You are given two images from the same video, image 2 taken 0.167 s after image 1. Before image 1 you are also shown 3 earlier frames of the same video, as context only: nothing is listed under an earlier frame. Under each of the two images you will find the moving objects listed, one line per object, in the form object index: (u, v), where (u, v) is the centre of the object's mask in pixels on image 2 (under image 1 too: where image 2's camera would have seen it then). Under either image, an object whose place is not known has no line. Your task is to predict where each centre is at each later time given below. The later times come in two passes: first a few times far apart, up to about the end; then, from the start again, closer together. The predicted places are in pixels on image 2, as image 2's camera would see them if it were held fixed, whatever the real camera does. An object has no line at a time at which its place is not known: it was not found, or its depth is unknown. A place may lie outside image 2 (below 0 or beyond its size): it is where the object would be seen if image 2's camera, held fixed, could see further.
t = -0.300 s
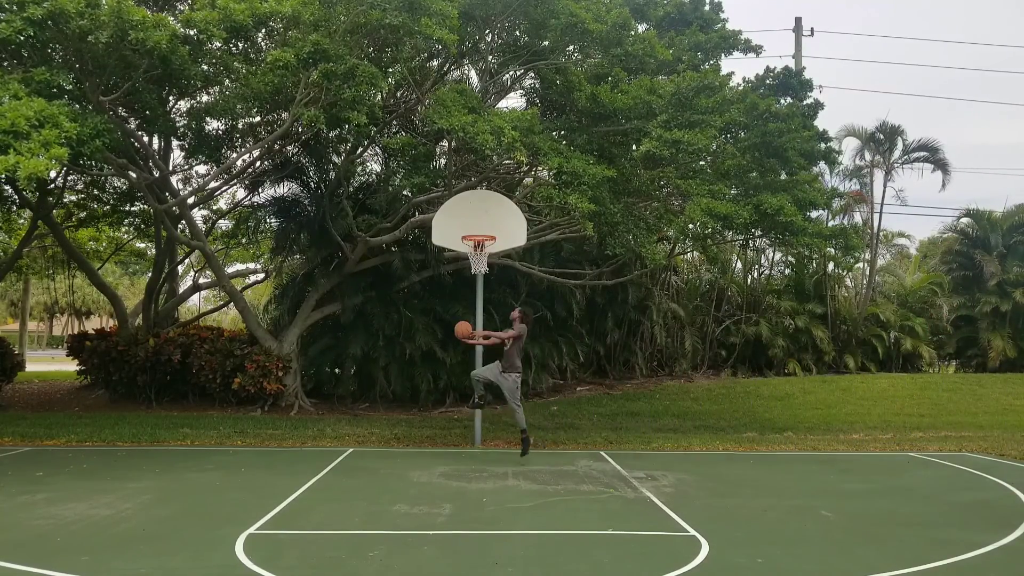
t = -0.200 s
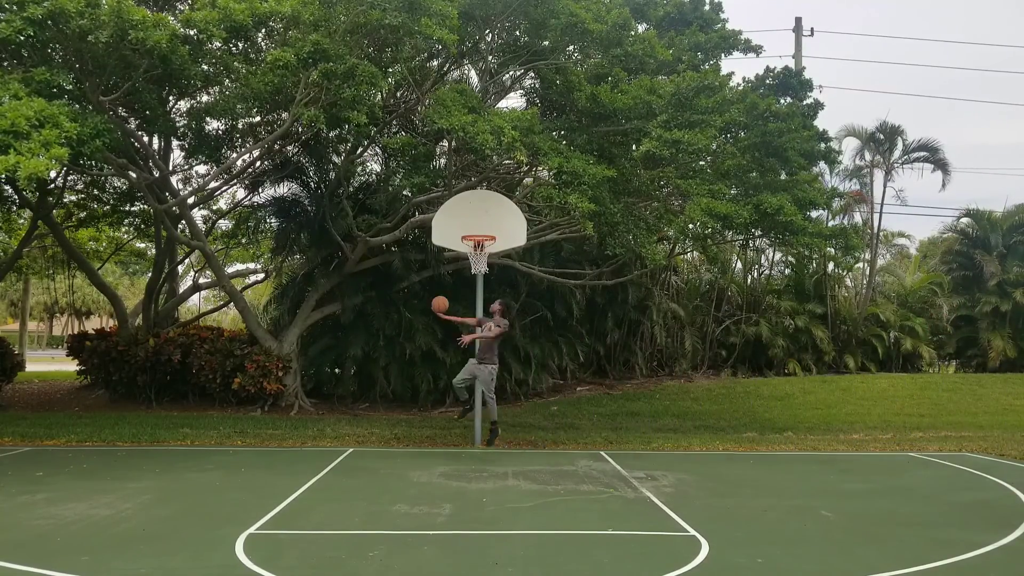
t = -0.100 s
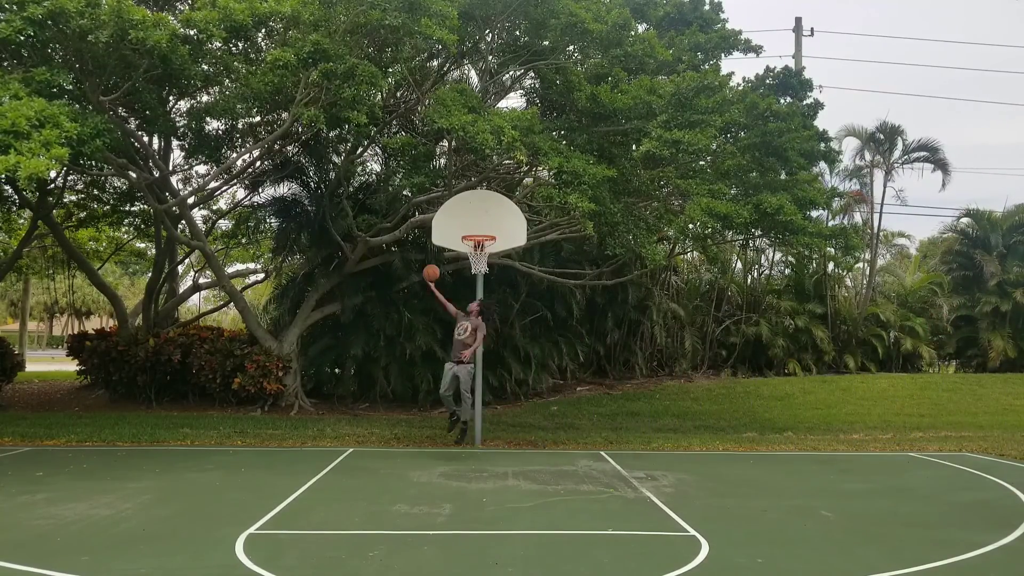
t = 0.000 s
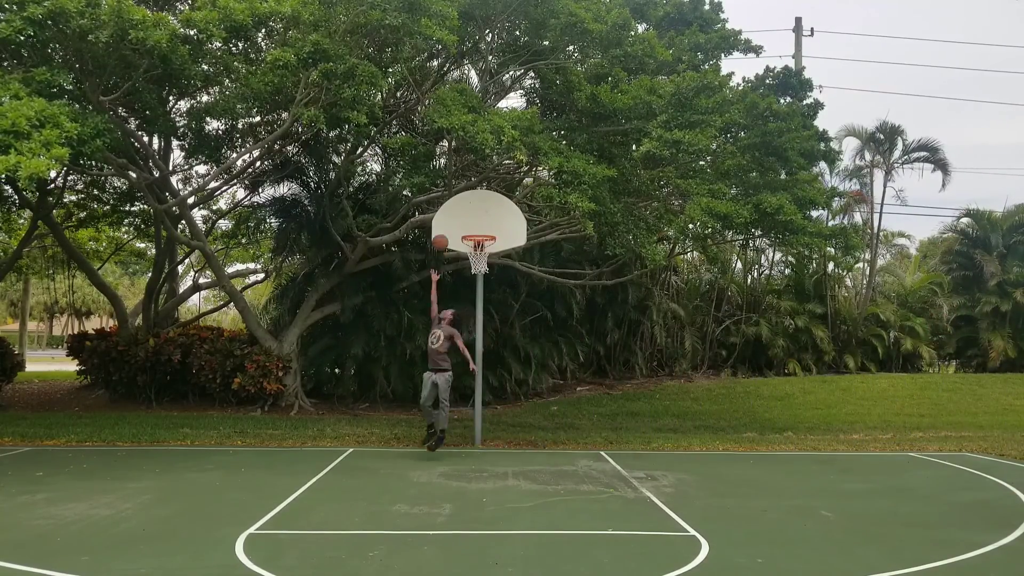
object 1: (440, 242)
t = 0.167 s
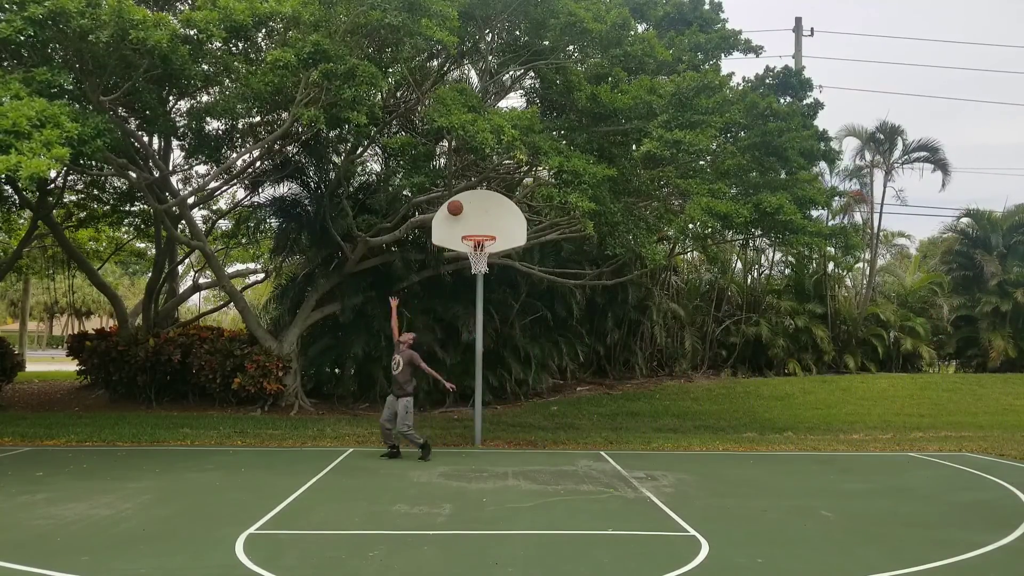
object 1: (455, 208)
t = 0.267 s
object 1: (462, 197)
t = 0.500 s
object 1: (473, 197)
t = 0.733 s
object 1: (484, 234)
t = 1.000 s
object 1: (470, 295)
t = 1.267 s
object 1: (458, 393)
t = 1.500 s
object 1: (448, 406)
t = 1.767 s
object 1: (437, 344)
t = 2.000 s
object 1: (427, 332)
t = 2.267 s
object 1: (416, 360)
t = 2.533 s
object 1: (406, 432)
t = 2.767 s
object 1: (394, 407)
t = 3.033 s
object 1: (381, 403)
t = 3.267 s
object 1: (368, 437)
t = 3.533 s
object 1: (359, 423)
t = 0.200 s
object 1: (457, 203)
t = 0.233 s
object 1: (460, 200)
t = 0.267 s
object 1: (462, 197)
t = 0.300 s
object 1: (464, 194)
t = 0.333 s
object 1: (466, 193)
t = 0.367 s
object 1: (467, 192)
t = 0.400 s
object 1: (468, 192)
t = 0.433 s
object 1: (470, 193)
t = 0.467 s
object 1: (471, 195)
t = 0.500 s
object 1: (473, 197)
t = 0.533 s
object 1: (474, 200)
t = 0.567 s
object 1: (476, 204)
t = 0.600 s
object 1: (477, 209)
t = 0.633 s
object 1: (479, 215)
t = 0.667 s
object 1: (480, 221)
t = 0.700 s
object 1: (482, 228)
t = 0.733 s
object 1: (484, 234)
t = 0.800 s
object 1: (480, 248)
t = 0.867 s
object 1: (478, 270)
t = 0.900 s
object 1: (475, 272)
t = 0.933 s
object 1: (474, 278)
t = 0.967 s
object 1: (472, 286)
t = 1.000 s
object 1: (470, 295)
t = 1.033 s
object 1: (469, 304)
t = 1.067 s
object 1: (468, 315)
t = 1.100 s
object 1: (466, 326)
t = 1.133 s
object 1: (465, 338)
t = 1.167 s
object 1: (463, 351)
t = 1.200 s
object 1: (461, 364)
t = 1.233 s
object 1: (459, 379)
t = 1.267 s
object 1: (458, 393)
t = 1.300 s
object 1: (456, 409)
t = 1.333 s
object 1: (455, 426)
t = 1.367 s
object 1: (453, 444)
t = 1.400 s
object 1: (452, 443)
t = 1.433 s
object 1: (450, 430)
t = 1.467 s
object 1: (449, 418)
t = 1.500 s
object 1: (448, 406)
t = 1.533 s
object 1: (446, 396)
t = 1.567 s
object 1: (445, 386)
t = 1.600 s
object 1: (443, 377)
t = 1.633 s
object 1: (442, 369)
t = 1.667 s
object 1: (441, 362)
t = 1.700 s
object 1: (439, 355)
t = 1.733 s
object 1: (438, 349)
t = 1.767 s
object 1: (437, 344)
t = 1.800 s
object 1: (435, 341)
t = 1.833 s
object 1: (434, 337)
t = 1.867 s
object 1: (433, 334)
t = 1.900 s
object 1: (431, 333)
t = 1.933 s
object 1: (430, 332)
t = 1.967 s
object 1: (429, 332)
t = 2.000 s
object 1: (427, 332)
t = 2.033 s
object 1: (426, 333)
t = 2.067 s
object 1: (425, 335)
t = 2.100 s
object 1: (423, 337)
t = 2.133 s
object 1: (422, 340)
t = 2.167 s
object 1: (420, 344)
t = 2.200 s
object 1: (419, 349)
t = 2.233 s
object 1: (417, 354)
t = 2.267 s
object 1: (416, 360)
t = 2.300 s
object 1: (415, 367)
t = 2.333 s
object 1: (413, 374)
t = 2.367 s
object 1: (412, 382)
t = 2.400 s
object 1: (411, 391)
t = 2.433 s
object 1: (409, 400)
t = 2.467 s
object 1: (408, 410)
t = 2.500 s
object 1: (407, 420)
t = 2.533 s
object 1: (406, 432)
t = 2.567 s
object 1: (403, 439)
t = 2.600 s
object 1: (403, 432)
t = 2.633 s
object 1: (401, 426)
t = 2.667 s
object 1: (399, 420)
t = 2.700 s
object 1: (397, 415)
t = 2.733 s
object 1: (396, 410)
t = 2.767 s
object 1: (394, 407)
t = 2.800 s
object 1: (392, 404)
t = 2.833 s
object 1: (391, 402)
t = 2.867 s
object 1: (389, 401)
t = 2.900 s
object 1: (388, 400)
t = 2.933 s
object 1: (386, 399)
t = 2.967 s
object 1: (384, 400)
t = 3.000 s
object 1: (382, 401)
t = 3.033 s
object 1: (381, 403)
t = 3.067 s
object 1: (379, 405)
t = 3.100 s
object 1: (377, 408)
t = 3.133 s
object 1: (375, 413)
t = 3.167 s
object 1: (374, 418)
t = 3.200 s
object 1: (372, 423)
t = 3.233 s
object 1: (369, 429)
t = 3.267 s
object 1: (368, 437)
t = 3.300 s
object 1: (367, 437)
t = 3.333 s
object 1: (365, 433)
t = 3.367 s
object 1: (364, 429)
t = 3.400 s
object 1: (363, 427)
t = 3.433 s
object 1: (362, 425)
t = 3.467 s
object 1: (361, 424)
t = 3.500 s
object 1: (360, 423)
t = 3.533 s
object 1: (359, 423)
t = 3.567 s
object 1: (357, 424)
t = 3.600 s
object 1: (356, 426)
